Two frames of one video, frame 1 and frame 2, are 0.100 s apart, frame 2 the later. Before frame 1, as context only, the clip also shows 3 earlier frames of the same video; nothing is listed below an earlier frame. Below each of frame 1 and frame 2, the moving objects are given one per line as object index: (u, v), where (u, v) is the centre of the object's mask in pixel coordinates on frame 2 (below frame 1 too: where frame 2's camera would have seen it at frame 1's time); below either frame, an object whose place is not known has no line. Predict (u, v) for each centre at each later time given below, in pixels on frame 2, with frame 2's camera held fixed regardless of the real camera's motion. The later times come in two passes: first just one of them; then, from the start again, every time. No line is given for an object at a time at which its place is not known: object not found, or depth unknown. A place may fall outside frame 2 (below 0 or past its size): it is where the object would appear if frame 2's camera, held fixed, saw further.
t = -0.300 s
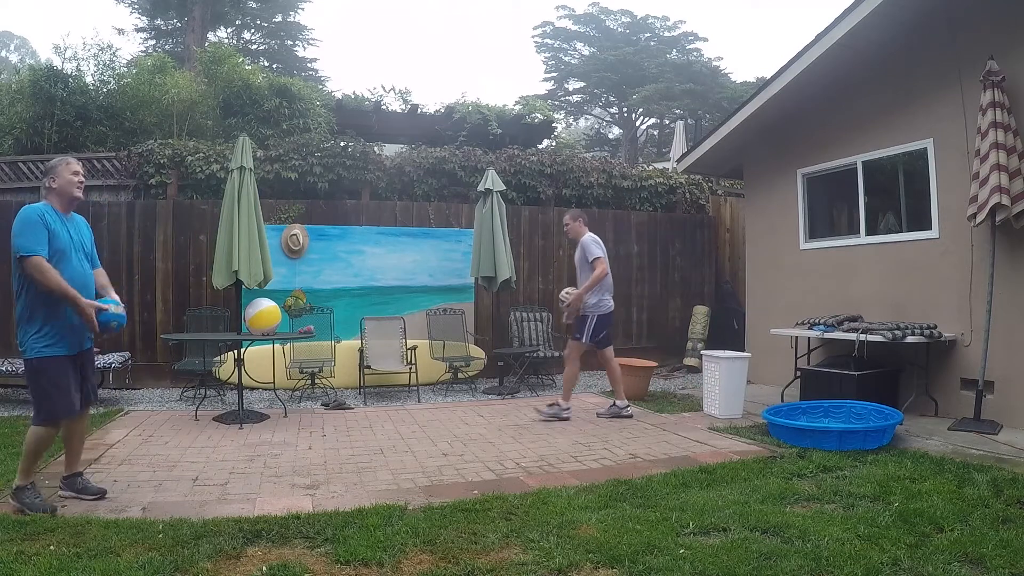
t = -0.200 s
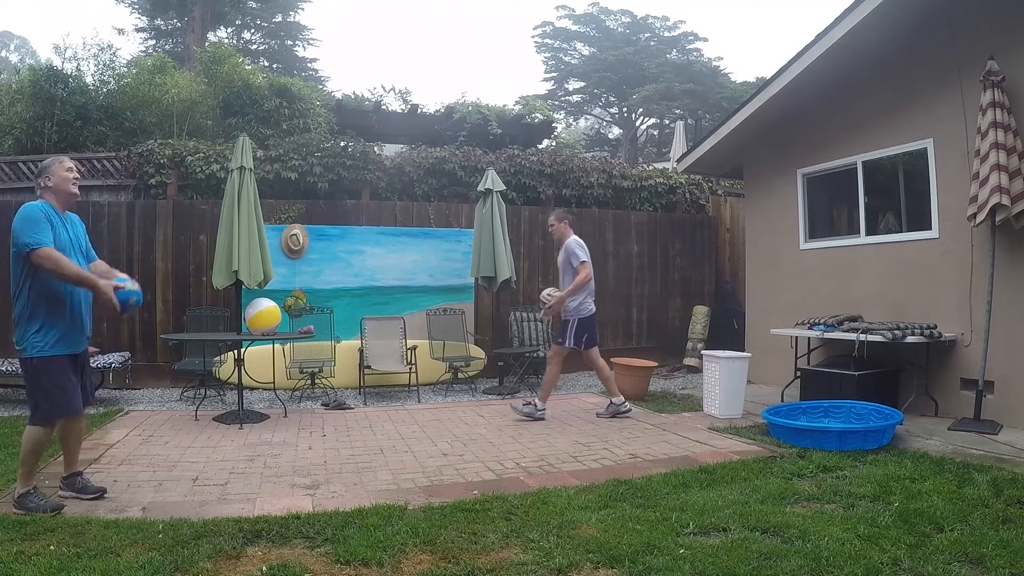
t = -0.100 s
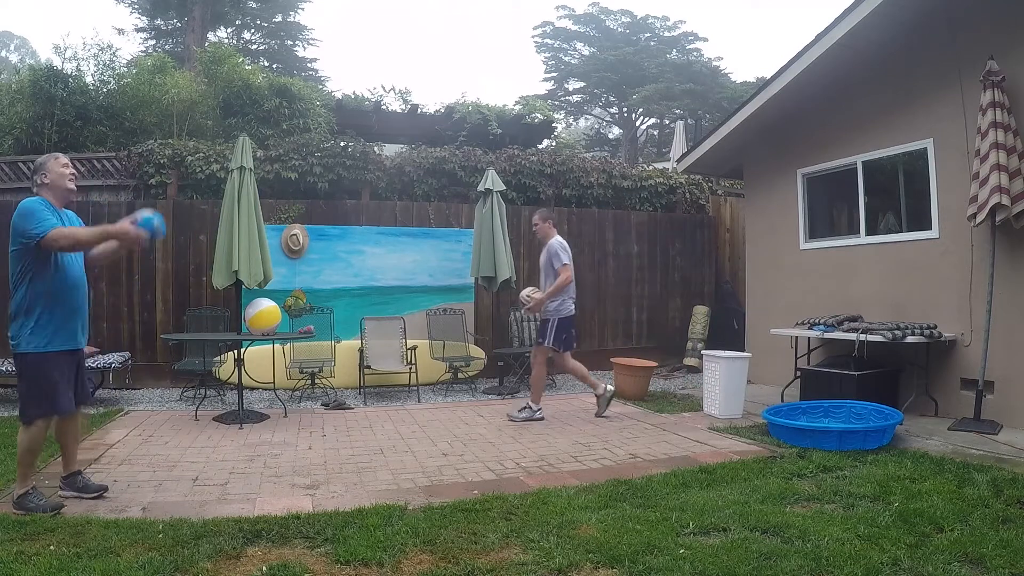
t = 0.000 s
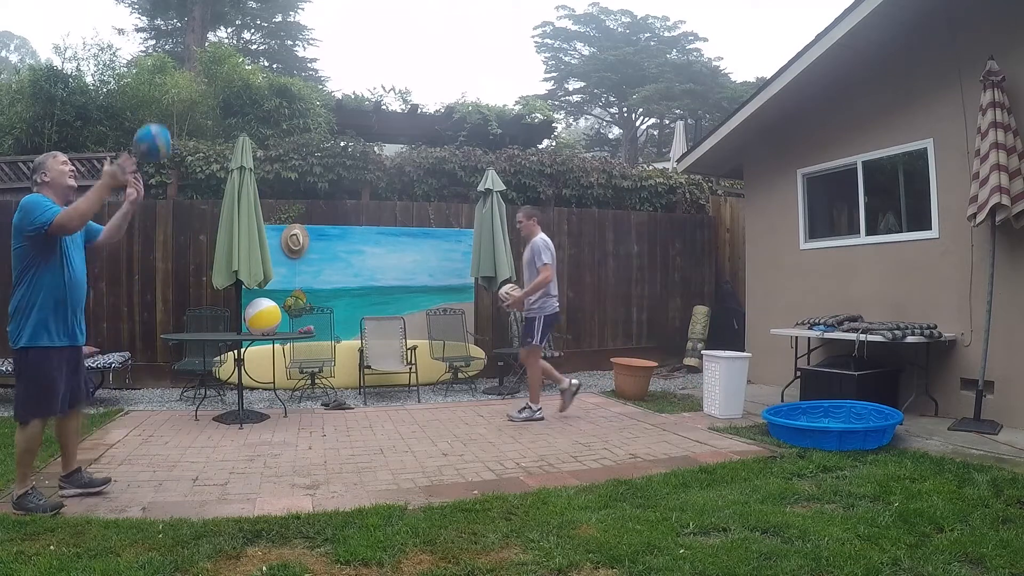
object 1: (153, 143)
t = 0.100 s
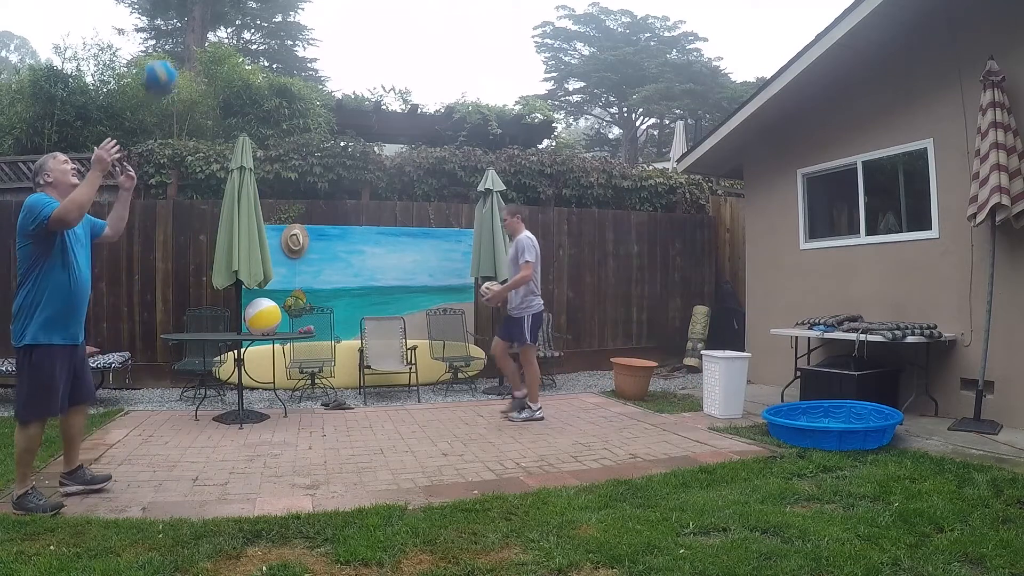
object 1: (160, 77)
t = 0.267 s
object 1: (167, 16)
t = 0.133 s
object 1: (161, 62)
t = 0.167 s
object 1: (162, 48)
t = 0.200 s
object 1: (165, 35)
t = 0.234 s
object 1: (166, 24)
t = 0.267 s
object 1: (167, 16)
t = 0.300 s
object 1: (168, 12)
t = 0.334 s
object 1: (169, 9)
